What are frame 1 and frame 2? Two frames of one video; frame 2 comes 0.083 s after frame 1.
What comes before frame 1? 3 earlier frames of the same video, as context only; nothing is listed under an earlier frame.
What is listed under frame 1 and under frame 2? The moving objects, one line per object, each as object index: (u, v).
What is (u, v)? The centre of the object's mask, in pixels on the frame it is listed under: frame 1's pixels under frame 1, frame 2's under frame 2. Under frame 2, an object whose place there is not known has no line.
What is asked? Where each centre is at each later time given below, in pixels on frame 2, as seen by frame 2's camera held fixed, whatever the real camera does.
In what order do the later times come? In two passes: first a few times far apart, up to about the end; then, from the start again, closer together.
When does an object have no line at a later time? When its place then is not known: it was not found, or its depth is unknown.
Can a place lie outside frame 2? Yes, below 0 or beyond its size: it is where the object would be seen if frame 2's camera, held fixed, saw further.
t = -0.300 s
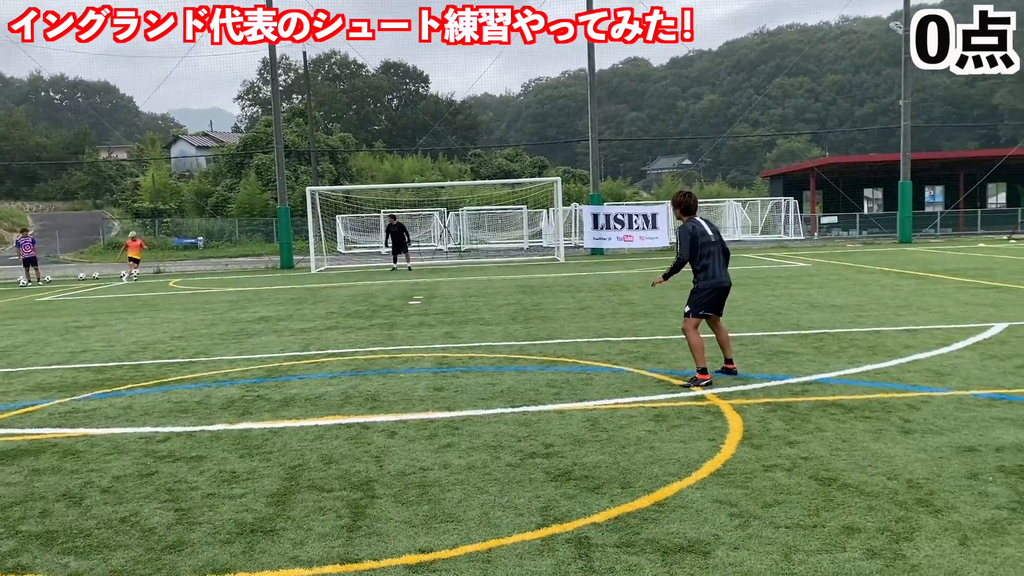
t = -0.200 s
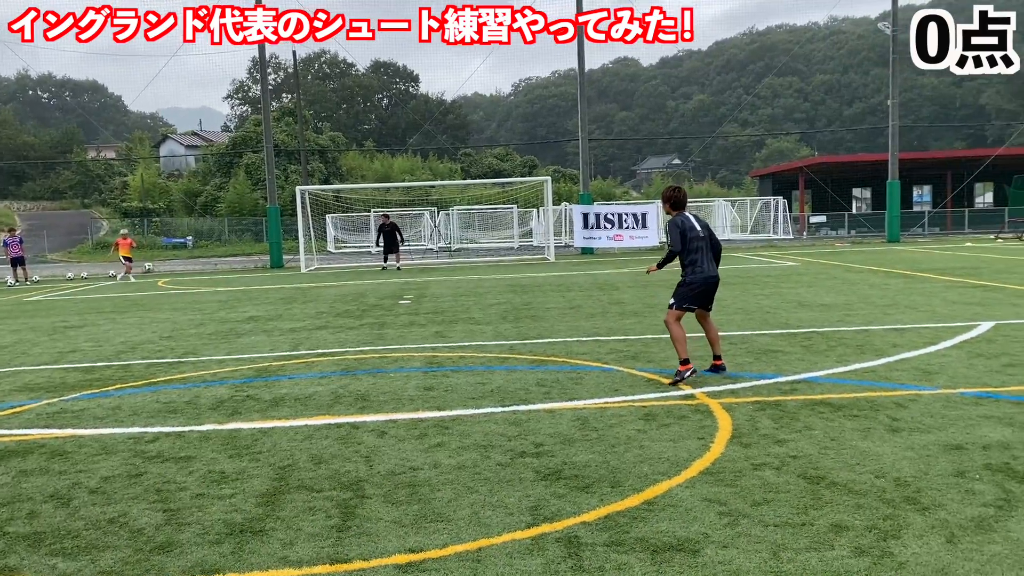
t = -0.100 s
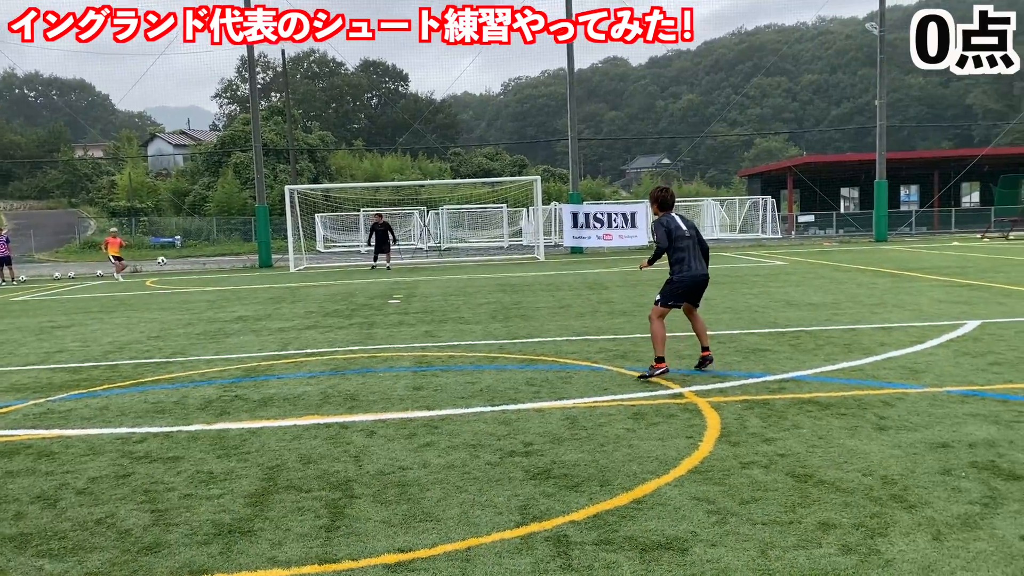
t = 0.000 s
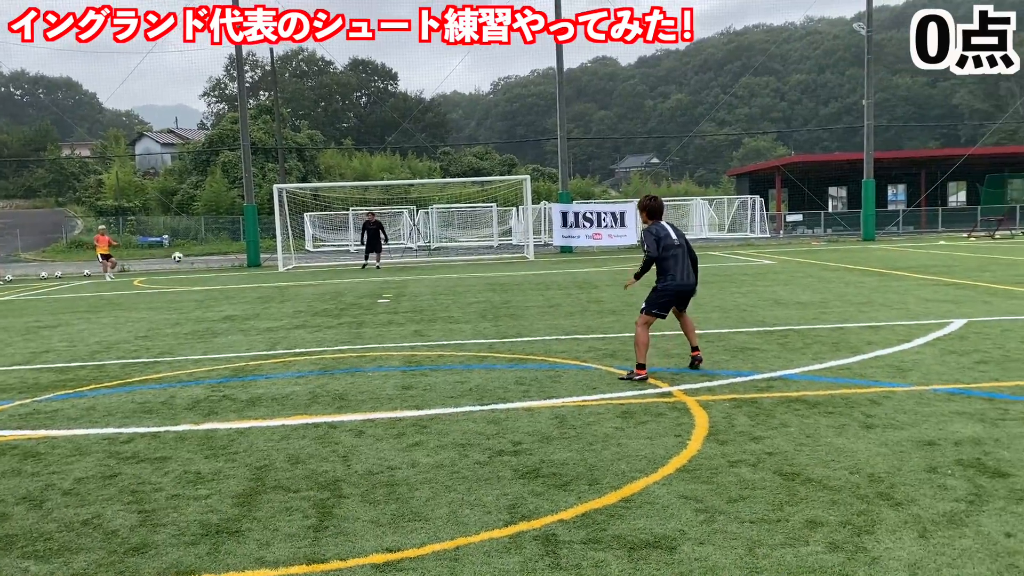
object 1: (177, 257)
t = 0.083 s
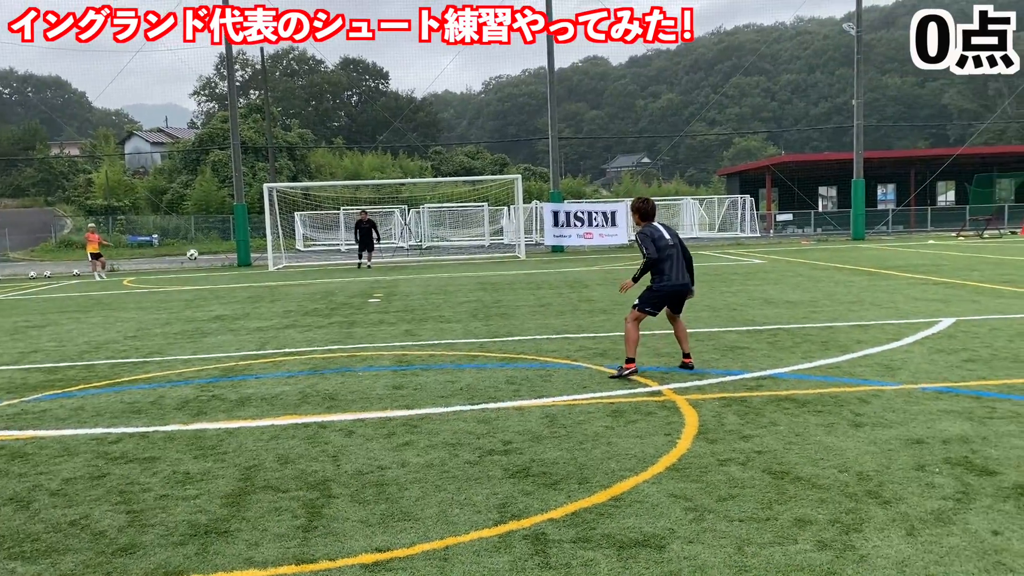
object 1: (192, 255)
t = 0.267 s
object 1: (250, 259)
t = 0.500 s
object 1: (356, 283)
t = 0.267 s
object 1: (250, 259)
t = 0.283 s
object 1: (256, 260)
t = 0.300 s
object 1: (263, 261)
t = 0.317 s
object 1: (269, 262)
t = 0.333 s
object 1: (276, 262)
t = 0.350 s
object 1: (283, 264)
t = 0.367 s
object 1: (290, 266)
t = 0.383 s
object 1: (297, 268)
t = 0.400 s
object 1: (304, 269)
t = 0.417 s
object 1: (312, 271)
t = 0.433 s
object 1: (320, 273)
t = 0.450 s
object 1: (329, 275)
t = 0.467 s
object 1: (338, 278)
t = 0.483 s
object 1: (347, 281)
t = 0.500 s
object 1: (356, 283)
